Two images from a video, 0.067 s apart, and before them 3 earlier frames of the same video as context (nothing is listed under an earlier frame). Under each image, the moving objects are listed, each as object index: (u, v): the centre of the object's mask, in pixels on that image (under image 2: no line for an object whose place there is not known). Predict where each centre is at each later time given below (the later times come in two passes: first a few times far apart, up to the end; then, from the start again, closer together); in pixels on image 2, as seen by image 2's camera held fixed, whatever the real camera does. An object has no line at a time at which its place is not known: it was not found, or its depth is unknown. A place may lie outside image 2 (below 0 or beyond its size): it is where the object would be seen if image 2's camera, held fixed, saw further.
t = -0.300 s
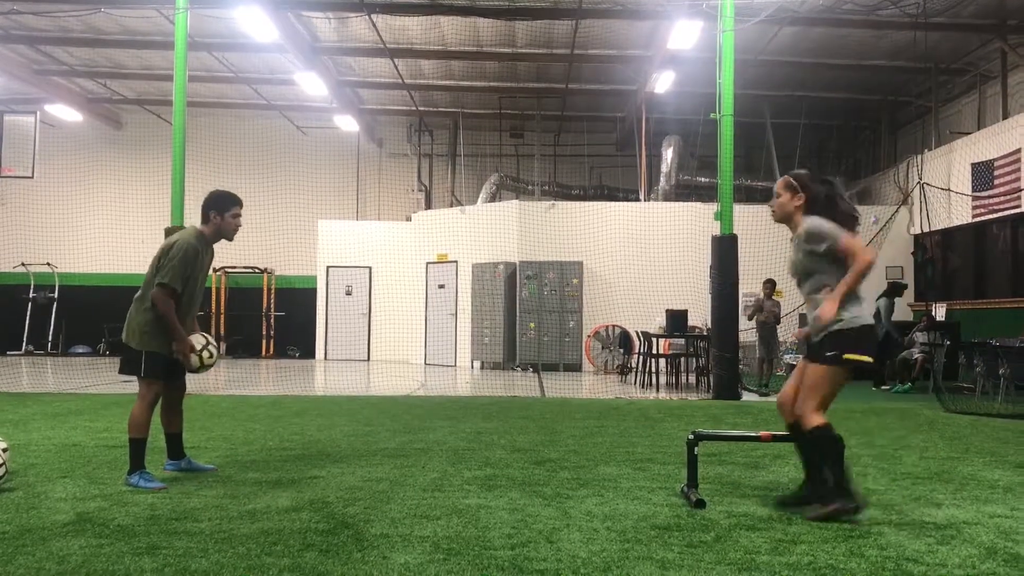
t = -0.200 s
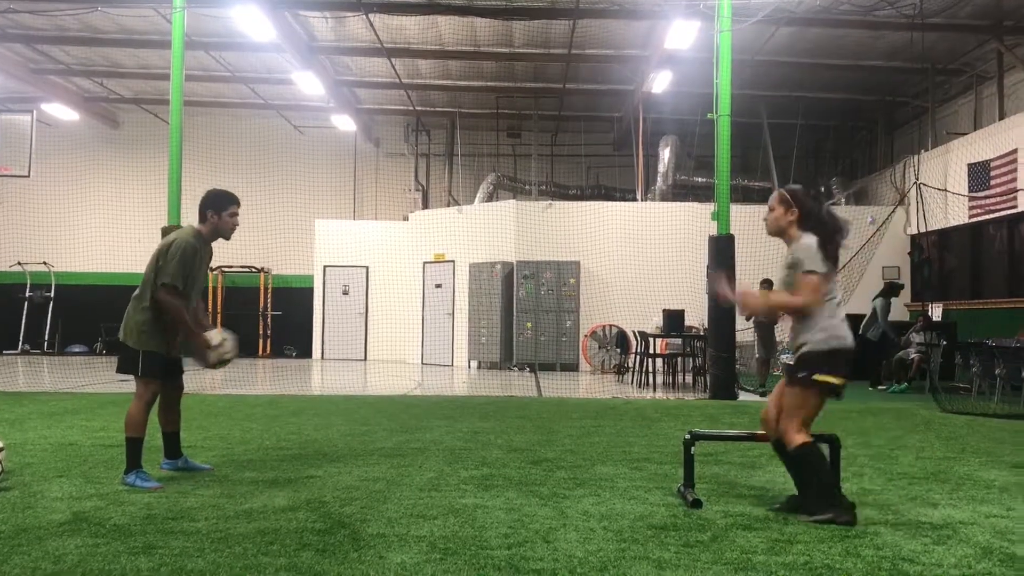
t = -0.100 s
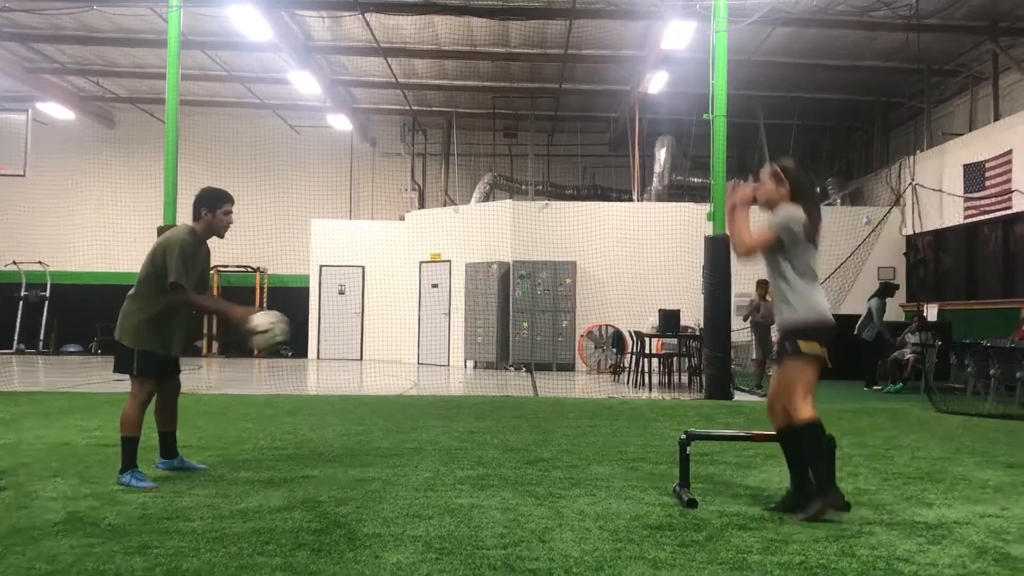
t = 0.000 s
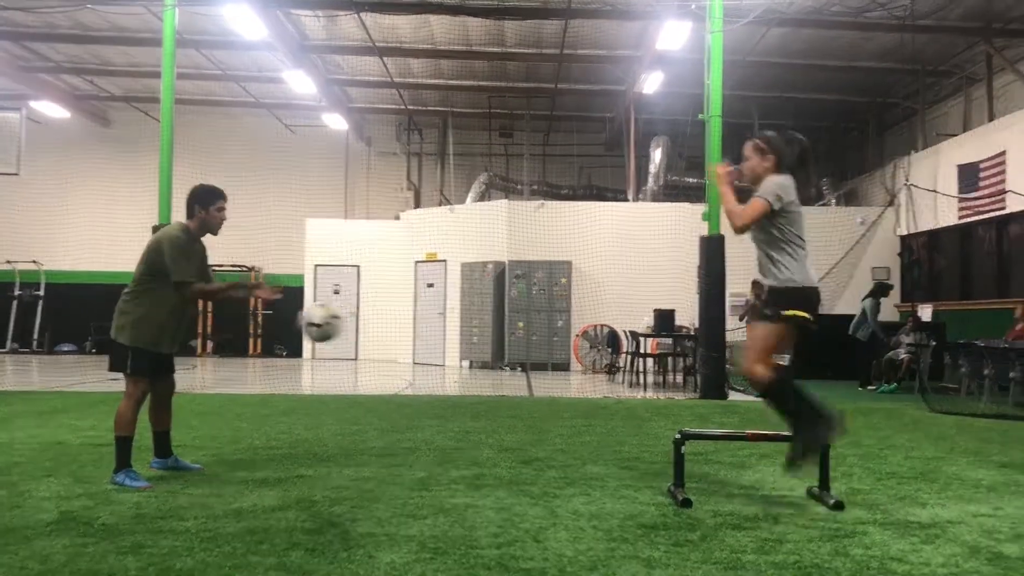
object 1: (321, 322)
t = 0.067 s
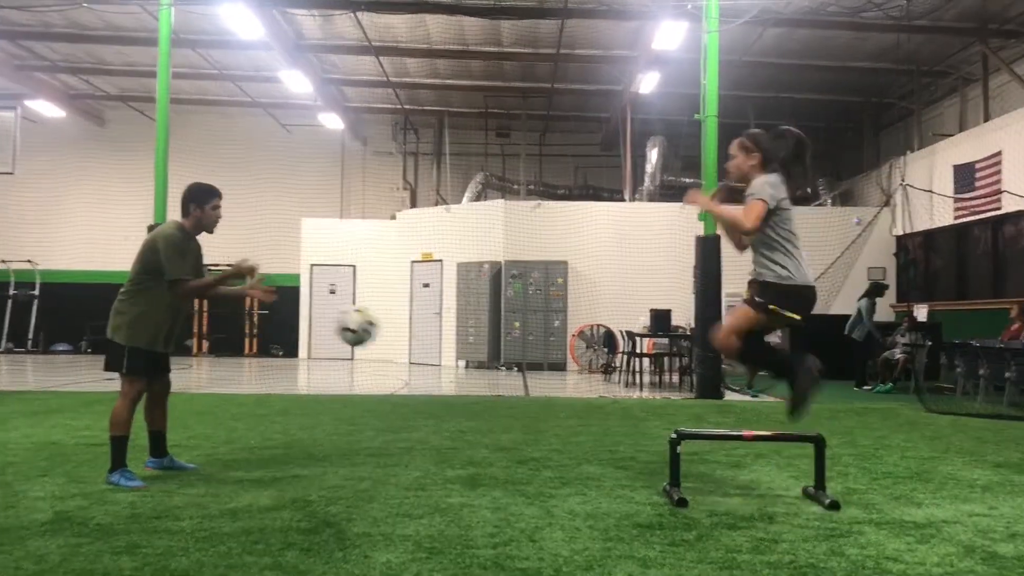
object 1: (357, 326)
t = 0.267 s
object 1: (475, 385)
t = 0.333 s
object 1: (513, 421)
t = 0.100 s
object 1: (376, 331)
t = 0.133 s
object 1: (395, 338)
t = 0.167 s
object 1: (415, 348)
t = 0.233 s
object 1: (456, 372)
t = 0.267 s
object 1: (475, 385)
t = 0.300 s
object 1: (494, 402)
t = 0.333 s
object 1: (513, 421)
